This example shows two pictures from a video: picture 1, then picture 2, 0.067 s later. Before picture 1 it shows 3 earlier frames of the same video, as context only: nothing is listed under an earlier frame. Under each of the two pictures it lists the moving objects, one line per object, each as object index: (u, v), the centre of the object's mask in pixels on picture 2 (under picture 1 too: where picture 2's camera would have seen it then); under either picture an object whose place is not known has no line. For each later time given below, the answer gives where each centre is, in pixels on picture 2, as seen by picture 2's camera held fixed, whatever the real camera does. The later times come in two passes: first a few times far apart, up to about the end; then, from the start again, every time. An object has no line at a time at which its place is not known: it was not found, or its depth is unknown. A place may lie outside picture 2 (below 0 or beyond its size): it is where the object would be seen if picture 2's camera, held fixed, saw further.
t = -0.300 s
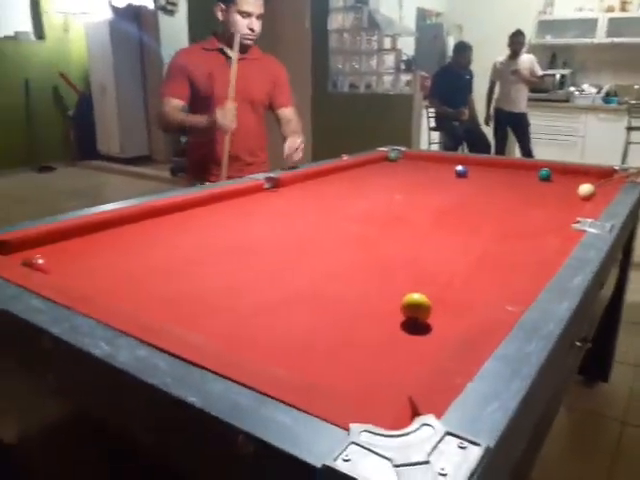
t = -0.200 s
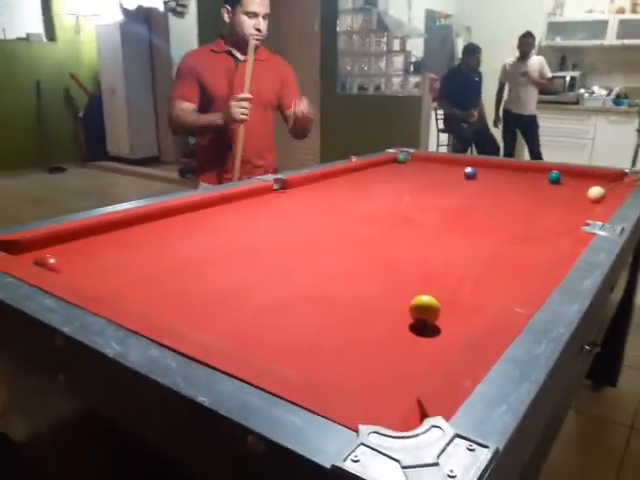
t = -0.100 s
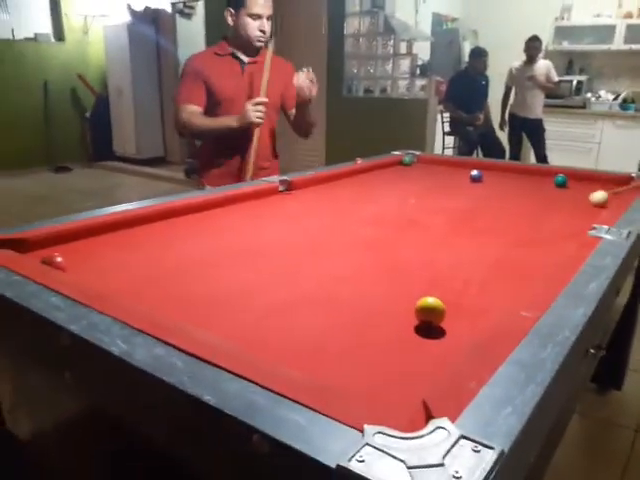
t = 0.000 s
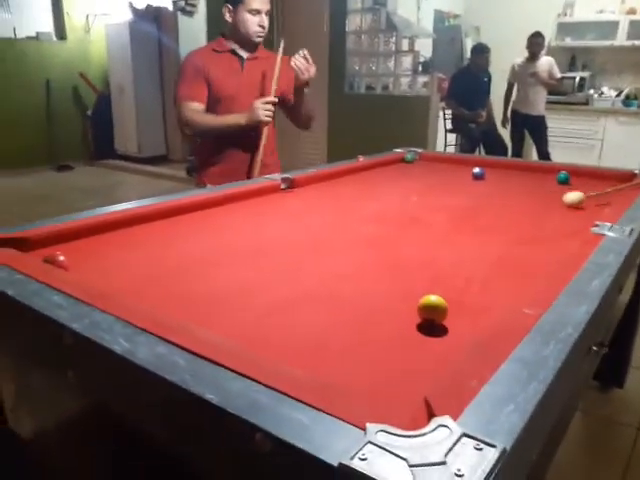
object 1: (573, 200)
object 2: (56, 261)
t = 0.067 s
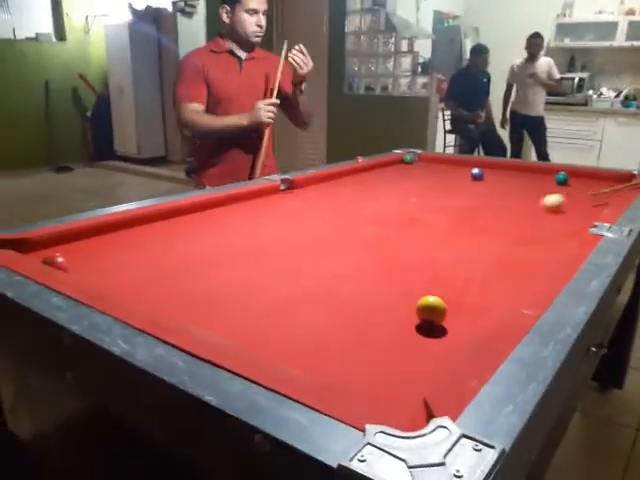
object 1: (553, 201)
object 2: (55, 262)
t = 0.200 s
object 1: (510, 208)
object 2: (56, 261)
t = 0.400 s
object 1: (438, 218)
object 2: (55, 261)
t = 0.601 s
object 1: (356, 230)
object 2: (56, 261)
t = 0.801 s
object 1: (261, 242)
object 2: (56, 262)
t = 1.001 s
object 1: (147, 257)
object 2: (57, 261)
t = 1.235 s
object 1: (78, 265)
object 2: (77, 249)
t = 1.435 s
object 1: (110, 258)
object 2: (107, 236)
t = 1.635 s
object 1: (139, 251)
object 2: (133, 225)
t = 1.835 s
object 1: (164, 245)
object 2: (162, 218)
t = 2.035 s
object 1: (184, 239)
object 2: (190, 215)
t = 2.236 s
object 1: (202, 234)
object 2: (219, 212)
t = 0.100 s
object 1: (543, 203)
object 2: (55, 261)
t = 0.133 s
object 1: (532, 204)
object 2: (55, 261)
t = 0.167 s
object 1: (521, 206)
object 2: (56, 261)
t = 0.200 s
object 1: (510, 208)
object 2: (56, 261)
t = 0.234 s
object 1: (499, 210)
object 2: (56, 261)
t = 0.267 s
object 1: (487, 211)
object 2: (55, 261)
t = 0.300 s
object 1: (475, 213)
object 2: (56, 261)
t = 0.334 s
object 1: (463, 215)
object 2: (55, 261)
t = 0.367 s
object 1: (451, 216)
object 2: (55, 261)
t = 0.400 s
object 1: (438, 218)
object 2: (55, 261)
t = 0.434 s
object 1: (425, 220)
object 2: (55, 261)
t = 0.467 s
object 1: (411, 222)
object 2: (56, 261)
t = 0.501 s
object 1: (397, 224)
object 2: (56, 261)
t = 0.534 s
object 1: (384, 226)
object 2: (55, 261)
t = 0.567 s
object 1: (370, 228)
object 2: (56, 261)
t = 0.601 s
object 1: (356, 230)
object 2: (56, 261)
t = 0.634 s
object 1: (341, 232)
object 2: (56, 261)
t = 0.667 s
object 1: (325, 233)
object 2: (55, 261)
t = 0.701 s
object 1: (310, 236)
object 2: (55, 261)
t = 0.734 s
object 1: (294, 238)
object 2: (56, 262)
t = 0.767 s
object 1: (278, 240)
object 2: (56, 262)
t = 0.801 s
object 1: (261, 242)
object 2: (56, 262)
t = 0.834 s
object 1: (243, 245)
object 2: (56, 262)
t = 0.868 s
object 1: (225, 247)
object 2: (56, 261)
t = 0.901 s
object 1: (208, 249)
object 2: (56, 261)
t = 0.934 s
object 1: (189, 251)
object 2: (56, 261)
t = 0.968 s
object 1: (168, 254)
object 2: (56, 261)
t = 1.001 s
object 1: (147, 257)
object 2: (57, 261)
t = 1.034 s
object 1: (128, 259)
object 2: (56, 262)
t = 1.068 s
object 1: (107, 262)
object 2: (56, 261)
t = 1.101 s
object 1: (86, 264)
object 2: (58, 261)
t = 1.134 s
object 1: (80, 264)
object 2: (58, 259)
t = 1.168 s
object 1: (74, 263)
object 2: (64, 253)
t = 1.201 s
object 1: (72, 265)
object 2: (72, 249)
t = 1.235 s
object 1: (78, 265)
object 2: (77, 249)
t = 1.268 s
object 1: (82, 265)
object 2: (85, 245)
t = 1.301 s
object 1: (88, 265)
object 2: (88, 244)
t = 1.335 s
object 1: (93, 264)
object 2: (93, 242)
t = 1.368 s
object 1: (99, 262)
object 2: (99, 240)
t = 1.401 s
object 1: (104, 260)
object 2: (103, 237)
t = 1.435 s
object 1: (110, 258)
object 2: (107, 236)
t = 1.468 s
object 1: (116, 257)
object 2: (113, 233)
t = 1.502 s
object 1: (120, 256)
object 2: (117, 231)
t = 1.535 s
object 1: (125, 254)
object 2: (121, 230)
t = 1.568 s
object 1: (130, 253)
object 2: (125, 229)
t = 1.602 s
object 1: (135, 252)
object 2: (129, 227)
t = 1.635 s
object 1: (139, 251)
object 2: (133, 225)
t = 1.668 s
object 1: (144, 249)
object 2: (137, 224)
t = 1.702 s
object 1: (149, 248)
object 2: (139, 221)
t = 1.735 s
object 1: (152, 247)
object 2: (144, 220)
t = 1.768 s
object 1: (157, 246)
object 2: (150, 220)
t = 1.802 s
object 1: (160, 245)
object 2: (157, 219)
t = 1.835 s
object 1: (164, 245)
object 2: (162, 218)
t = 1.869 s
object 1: (167, 244)
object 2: (166, 218)
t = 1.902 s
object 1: (171, 242)
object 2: (171, 217)
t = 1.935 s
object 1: (173, 242)
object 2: (175, 216)
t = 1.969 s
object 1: (177, 241)
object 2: (181, 216)
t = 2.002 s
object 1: (180, 240)
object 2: (186, 215)
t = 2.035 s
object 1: (184, 239)
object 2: (190, 215)
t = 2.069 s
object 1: (186, 238)
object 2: (196, 214)
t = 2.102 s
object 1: (190, 237)
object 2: (201, 214)
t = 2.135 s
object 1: (193, 236)
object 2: (206, 213)
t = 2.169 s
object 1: (196, 236)
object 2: (210, 213)
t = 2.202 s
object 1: (199, 235)
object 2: (215, 212)
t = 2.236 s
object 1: (202, 234)
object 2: (219, 212)
